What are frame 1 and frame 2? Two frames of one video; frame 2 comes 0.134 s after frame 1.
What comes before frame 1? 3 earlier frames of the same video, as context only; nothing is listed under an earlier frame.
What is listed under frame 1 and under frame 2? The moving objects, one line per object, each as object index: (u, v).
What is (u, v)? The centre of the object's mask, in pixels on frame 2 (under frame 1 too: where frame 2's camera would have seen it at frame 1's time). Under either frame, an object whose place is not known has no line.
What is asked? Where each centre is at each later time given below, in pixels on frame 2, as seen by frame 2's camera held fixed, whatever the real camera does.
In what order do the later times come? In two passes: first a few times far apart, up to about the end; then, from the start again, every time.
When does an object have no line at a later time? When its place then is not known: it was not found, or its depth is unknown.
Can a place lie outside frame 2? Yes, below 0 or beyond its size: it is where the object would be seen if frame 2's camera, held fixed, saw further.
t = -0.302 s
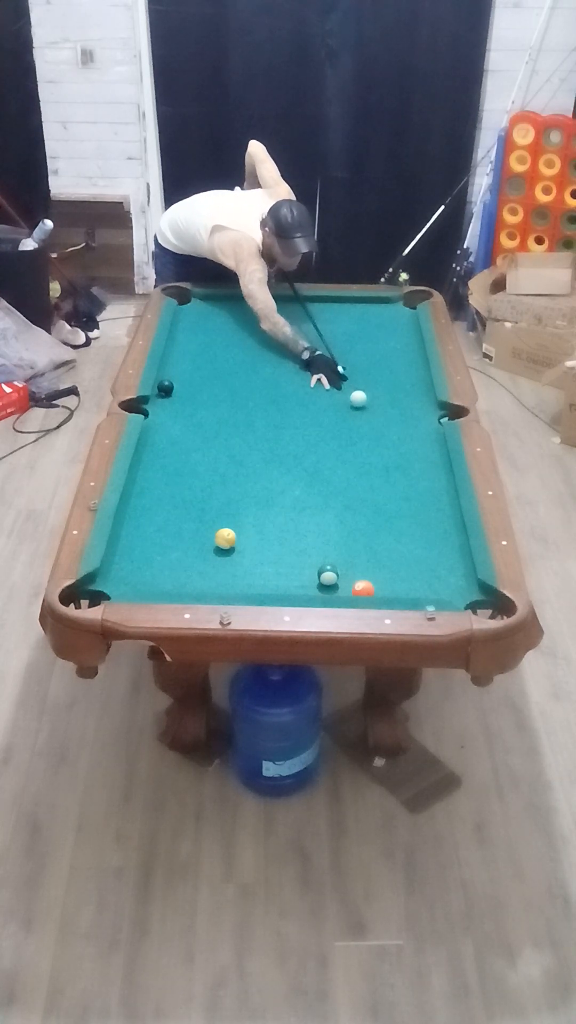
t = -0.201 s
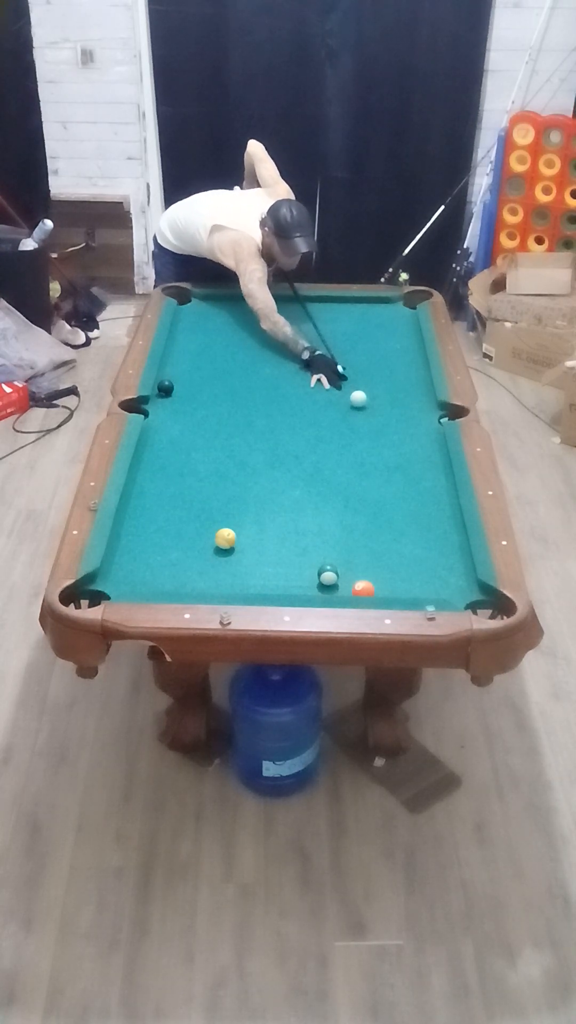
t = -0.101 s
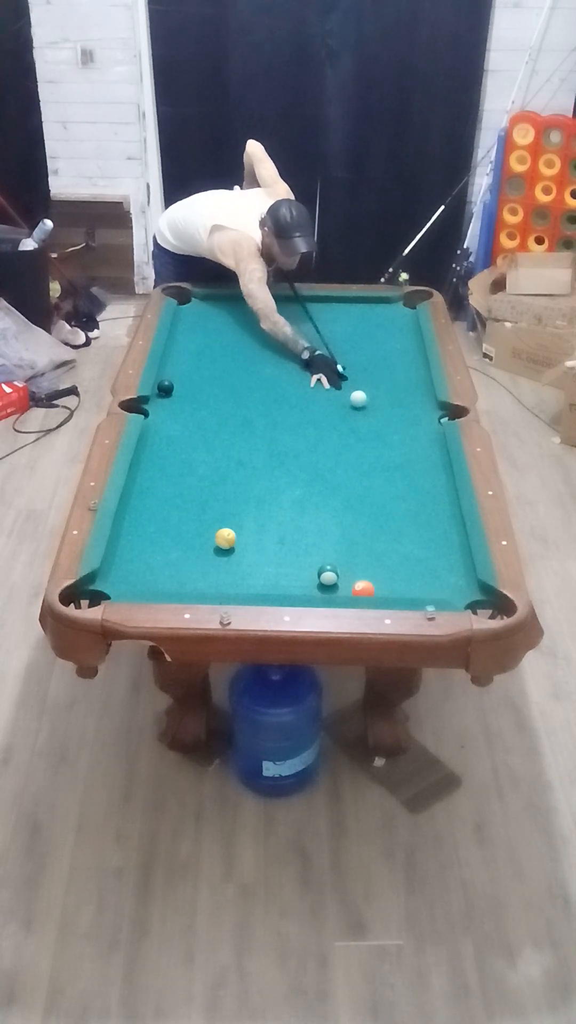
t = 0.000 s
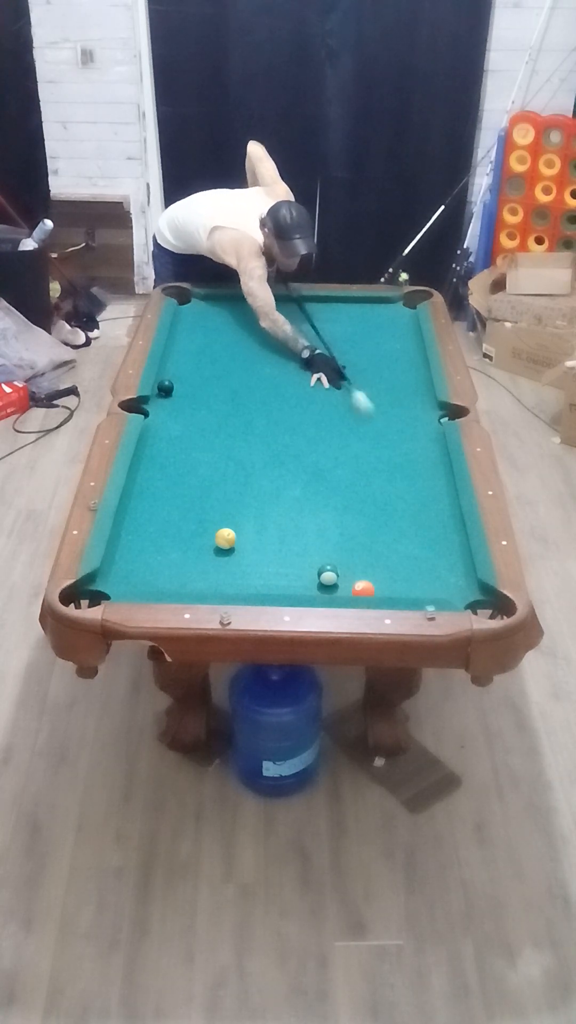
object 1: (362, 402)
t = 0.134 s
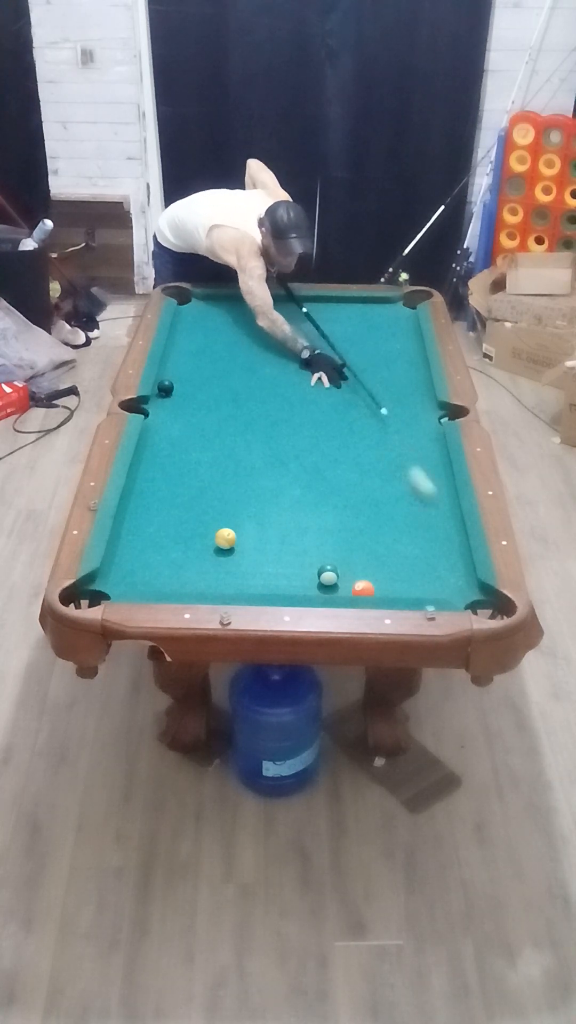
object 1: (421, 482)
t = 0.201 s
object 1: (454, 527)
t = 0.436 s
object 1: (456, 565)
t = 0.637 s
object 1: (422, 532)
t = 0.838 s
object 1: (391, 503)
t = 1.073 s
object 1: (359, 473)
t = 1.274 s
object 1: (335, 451)
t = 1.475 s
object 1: (312, 430)
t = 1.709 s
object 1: (287, 409)
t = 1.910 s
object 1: (267, 392)
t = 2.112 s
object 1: (248, 378)
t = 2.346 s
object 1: (227, 363)
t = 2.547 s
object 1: (210, 351)
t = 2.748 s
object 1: (194, 341)
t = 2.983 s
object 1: (177, 330)
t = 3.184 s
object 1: (183, 325)
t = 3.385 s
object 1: (190, 320)
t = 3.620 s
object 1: (197, 316)
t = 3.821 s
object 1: (201, 313)
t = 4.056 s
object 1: (205, 310)
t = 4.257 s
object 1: (207, 309)
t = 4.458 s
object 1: (207, 308)
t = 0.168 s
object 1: (438, 504)
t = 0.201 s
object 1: (454, 527)
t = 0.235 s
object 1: (456, 547)
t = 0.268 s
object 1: (452, 566)
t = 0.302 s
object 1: (449, 585)
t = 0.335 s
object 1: (453, 588)
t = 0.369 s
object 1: (462, 580)
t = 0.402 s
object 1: (463, 572)
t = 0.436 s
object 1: (456, 565)
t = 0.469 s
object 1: (450, 559)
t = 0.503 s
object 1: (444, 554)
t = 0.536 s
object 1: (439, 549)
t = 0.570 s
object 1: (433, 543)
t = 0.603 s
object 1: (427, 538)
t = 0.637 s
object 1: (422, 532)
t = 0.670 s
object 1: (416, 527)
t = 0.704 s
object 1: (411, 522)
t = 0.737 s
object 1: (406, 517)
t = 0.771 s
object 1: (401, 513)
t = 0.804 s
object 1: (396, 508)
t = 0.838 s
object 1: (391, 503)
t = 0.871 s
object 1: (387, 499)
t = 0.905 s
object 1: (382, 494)
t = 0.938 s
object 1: (377, 490)
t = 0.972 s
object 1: (373, 486)
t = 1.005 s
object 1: (368, 481)
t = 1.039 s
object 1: (364, 477)
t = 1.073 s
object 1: (359, 473)
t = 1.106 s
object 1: (355, 470)
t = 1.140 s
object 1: (351, 465)
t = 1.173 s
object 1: (347, 462)
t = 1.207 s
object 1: (343, 458)
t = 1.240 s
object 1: (339, 454)
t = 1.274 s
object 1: (335, 451)
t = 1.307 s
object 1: (331, 447)
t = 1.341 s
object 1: (327, 444)
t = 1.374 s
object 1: (323, 440)
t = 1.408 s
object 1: (319, 436)
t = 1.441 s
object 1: (316, 433)
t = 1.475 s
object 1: (312, 430)
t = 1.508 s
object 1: (308, 427)
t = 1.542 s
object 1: (304, 423)
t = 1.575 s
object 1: (301, 421)
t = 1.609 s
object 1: (297, 418)
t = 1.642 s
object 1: (293, 415)
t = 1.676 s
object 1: (290, 411)
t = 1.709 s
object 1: (287, 409)
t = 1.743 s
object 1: (283, 406)
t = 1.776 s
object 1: (280, 403)
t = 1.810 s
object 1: (276, 400)
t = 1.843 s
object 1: (273, 398)
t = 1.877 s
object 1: (270, 395)
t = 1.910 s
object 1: (267, 392)
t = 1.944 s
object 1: (263, 390)
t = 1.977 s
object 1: (260, 387)
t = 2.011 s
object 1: (257, 385)
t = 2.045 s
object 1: (254, 382)
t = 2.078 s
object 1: (251, 380)
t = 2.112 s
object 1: (248, 378)
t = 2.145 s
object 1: (244, 375)
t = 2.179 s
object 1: (241, 373)
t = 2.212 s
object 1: (239, 371)
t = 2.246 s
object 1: (236, 369)
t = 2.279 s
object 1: (233, 367)
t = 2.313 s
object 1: (230, 365)
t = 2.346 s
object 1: (227, 363)
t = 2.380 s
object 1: (224, 361)
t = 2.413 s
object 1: (221, 359)
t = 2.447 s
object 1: (218, 357)
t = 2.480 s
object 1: (215, 355)
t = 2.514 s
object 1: (213, 353)
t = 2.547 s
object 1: (210, 351)
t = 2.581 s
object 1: (207, 349)
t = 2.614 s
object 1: (204, 347)
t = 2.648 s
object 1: (202, 346)
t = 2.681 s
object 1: (199, 344)
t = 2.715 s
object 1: (197, 342)
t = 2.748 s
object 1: (194, 341)
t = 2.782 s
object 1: (191, 339)
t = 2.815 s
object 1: (189, 338)
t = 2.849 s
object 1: (186, 336)
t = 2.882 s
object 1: (184, 335)
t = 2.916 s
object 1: (181, 333)
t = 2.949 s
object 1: (179, 331)
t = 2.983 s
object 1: (177, 330)
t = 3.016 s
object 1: (177, 329)
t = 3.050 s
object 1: (178, 328)
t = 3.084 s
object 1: (180, 327)
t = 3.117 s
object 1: (181, 326)
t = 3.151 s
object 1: (182, 325)
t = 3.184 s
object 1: (183, 325)
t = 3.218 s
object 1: (185, 324)
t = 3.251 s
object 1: (186, 323)
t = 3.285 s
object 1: (187, 322)
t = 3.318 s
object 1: (188, 322)
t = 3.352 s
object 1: (189, 321)
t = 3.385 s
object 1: (190, 320)
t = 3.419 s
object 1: (191, 320)
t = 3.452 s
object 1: (192, 319)
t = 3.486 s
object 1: (193, 318)
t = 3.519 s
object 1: (194, 317)
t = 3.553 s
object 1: (195, 317)
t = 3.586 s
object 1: (196, 316)
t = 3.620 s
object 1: (197, 316)
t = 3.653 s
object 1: (198, 315)
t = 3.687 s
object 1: (199, 315)
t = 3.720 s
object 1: (199, 314)
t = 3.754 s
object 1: (200, 314)
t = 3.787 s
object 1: (201, 313)
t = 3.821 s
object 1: (201, 313)
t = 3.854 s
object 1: (202, 312)
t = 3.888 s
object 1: (203, 312)
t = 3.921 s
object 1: (203, 312)
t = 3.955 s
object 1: (204, 311)
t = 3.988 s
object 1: (204, 311)
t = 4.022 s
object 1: (205, 311)
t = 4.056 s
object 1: (205, 310)
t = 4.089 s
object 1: (205, 310)
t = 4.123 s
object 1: (206, 310)
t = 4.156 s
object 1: (206, 310)
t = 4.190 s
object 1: (206, 309)
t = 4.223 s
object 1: (206, 309)
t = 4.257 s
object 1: (207, 309)
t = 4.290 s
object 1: (207, 309)
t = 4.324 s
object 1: (207, 309)
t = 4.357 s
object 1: (207, 309)
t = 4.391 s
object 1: (207, 308)
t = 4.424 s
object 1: (207, 308)
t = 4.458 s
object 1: (207, 308)
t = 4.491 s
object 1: (207, 308)
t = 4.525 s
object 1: (207, 308)
